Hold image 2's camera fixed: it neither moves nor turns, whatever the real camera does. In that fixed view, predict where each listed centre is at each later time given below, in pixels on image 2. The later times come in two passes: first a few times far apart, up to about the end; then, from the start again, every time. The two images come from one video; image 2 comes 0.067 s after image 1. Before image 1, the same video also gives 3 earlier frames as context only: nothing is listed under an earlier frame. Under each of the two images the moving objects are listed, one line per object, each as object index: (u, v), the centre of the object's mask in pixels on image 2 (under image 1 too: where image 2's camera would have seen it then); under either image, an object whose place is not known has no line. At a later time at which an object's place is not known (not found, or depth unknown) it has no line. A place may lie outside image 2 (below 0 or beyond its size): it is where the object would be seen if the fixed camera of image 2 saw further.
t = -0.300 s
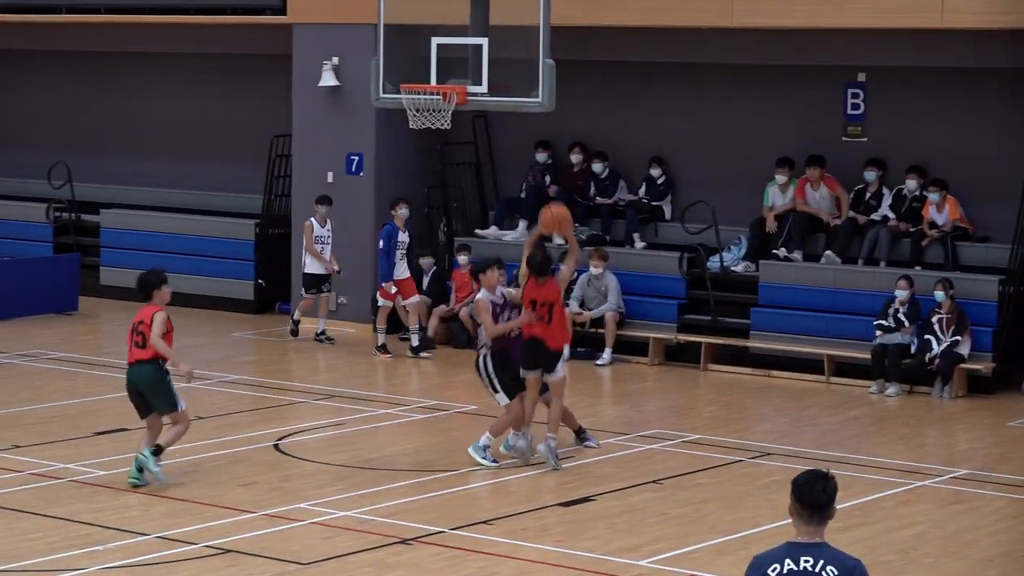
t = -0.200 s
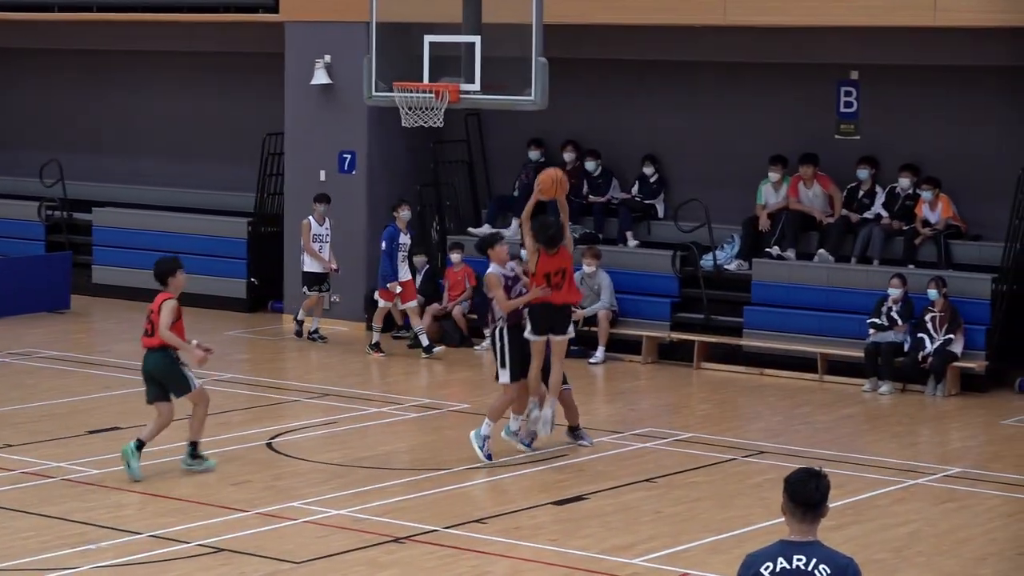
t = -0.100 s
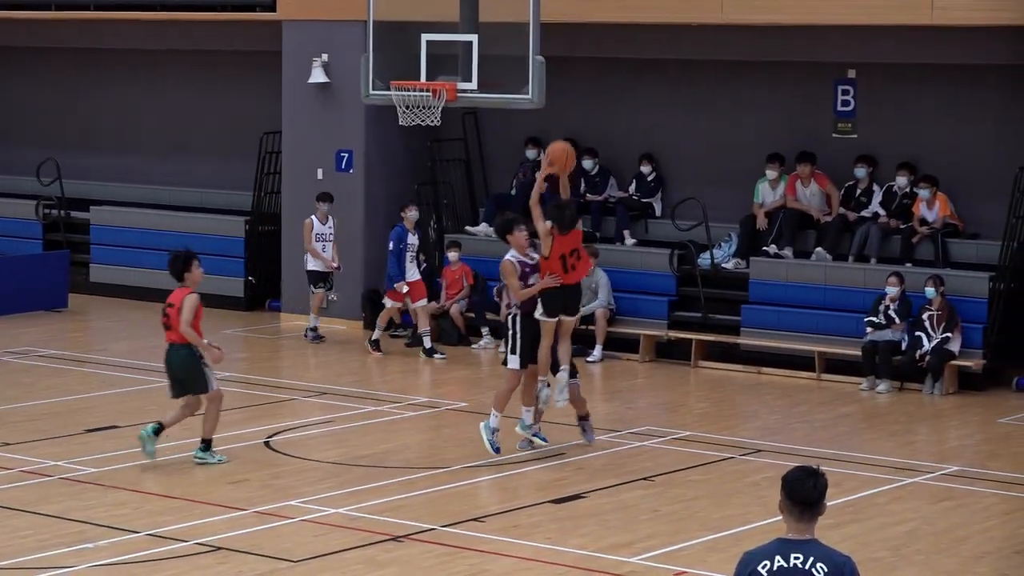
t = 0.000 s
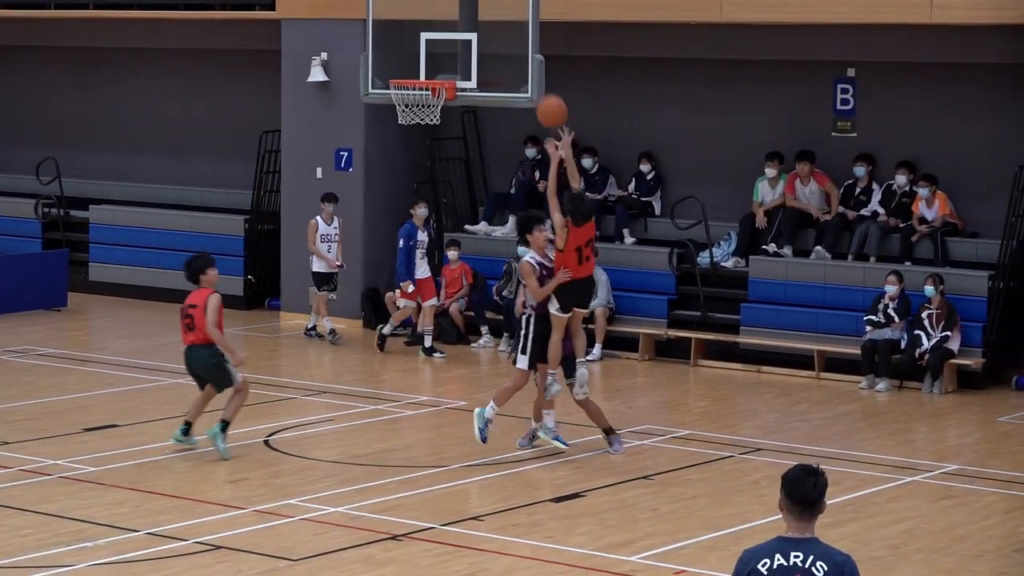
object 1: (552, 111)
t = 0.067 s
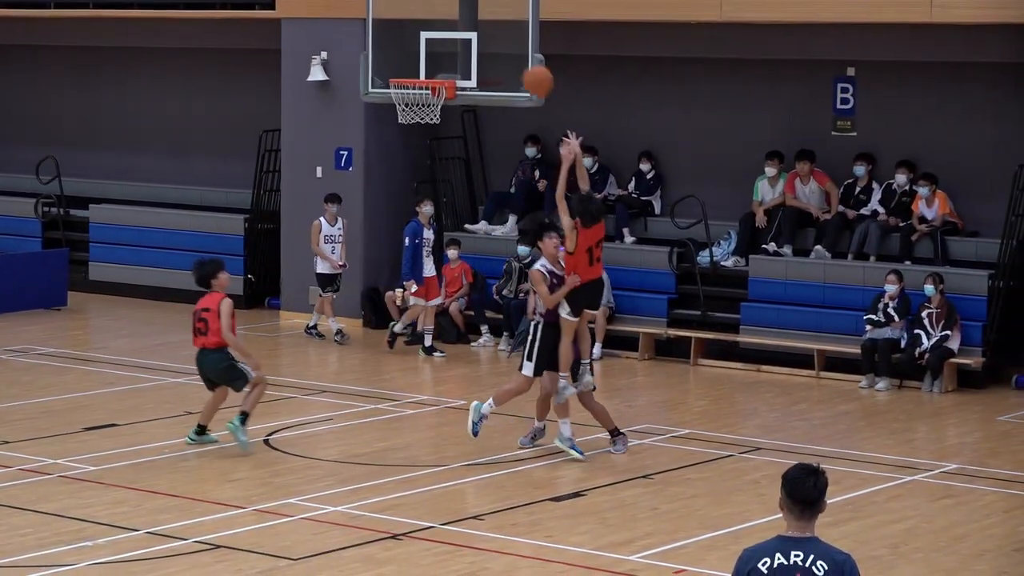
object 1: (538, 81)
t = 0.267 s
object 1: (496, 28)
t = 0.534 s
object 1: (441, 29)
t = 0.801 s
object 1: (396, 53)
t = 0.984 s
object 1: (397, 49)
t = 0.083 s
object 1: (534, 74)
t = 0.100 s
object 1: (531, 68)
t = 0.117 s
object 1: (525, 62)
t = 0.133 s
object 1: (523, 56)
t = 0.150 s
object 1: (519, 51)
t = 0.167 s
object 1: (516, 47)
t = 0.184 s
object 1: (513, 42)
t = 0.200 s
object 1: (510, 39)
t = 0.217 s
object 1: (507, 36)
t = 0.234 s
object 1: (504, 32)
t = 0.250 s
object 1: (500, 30)
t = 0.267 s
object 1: (496, 28)
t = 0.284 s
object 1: (494, 25)
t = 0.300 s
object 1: (490, 24)
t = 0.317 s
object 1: (487, 22)
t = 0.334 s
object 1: (483, 21)
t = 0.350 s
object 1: (480, 20)
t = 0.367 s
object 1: (477, 20)
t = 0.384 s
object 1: (473, 19)
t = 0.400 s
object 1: (471, 19)
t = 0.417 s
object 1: (468, 19)
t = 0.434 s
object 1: (465, 20)
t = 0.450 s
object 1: (462, 21)
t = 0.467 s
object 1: (458, 22)
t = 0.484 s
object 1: (454, 23)
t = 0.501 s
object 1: (450, 25)
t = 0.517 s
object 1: (446, 27)
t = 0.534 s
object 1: (441, 29)
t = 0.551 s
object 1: (437, 31)
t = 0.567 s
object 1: (432, 33)
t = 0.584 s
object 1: (428, 35)
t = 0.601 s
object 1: (424, 39)
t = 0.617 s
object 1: (419, 42)
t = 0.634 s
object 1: (415, 47)
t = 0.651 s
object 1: (410, 51)
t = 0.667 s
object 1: (406, 55)
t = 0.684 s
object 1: (402, 60)
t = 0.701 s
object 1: (398, 64)
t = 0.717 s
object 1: (396, 66)
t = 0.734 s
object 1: (396, 64)
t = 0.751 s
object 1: (396, 60)
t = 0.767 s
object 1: (396, 58)
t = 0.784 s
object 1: (396, 55)
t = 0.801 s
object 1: (396, 53)
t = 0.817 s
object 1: (396, 51)
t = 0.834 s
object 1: (396, 49)
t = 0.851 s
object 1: (397, 48)
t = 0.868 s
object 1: (397, 47)
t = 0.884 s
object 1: (397, 47)
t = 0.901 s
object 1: (397, 46)
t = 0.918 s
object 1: (397, 46)
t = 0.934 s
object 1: (397, 47)
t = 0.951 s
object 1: (397, 47)
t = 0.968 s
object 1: (397, 48)
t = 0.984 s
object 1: (397, 49)
